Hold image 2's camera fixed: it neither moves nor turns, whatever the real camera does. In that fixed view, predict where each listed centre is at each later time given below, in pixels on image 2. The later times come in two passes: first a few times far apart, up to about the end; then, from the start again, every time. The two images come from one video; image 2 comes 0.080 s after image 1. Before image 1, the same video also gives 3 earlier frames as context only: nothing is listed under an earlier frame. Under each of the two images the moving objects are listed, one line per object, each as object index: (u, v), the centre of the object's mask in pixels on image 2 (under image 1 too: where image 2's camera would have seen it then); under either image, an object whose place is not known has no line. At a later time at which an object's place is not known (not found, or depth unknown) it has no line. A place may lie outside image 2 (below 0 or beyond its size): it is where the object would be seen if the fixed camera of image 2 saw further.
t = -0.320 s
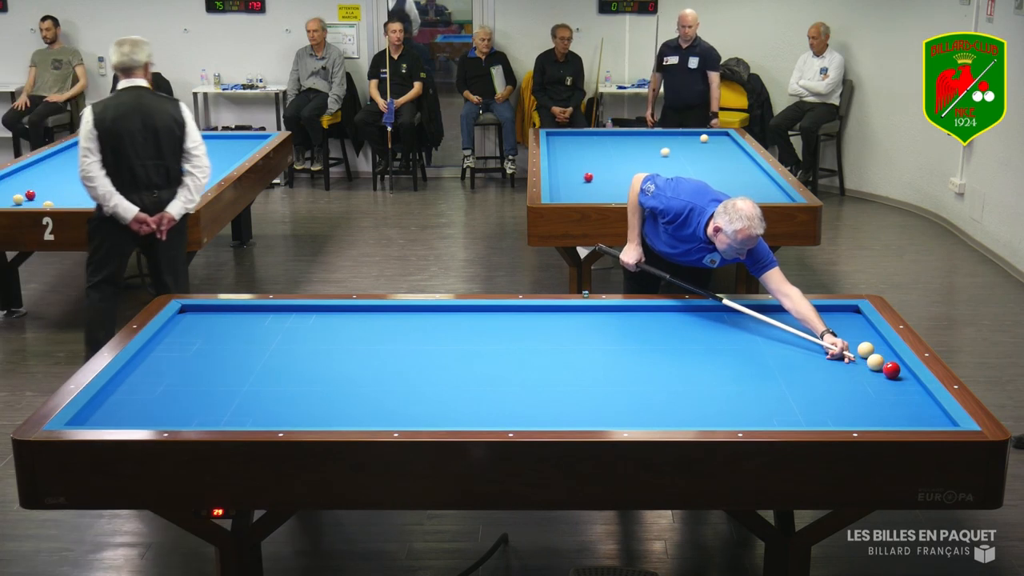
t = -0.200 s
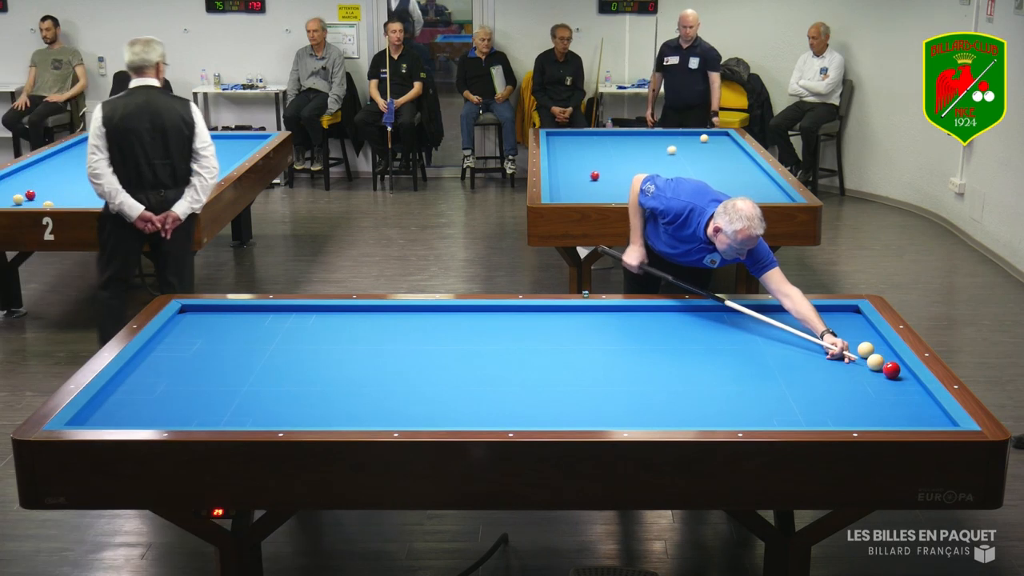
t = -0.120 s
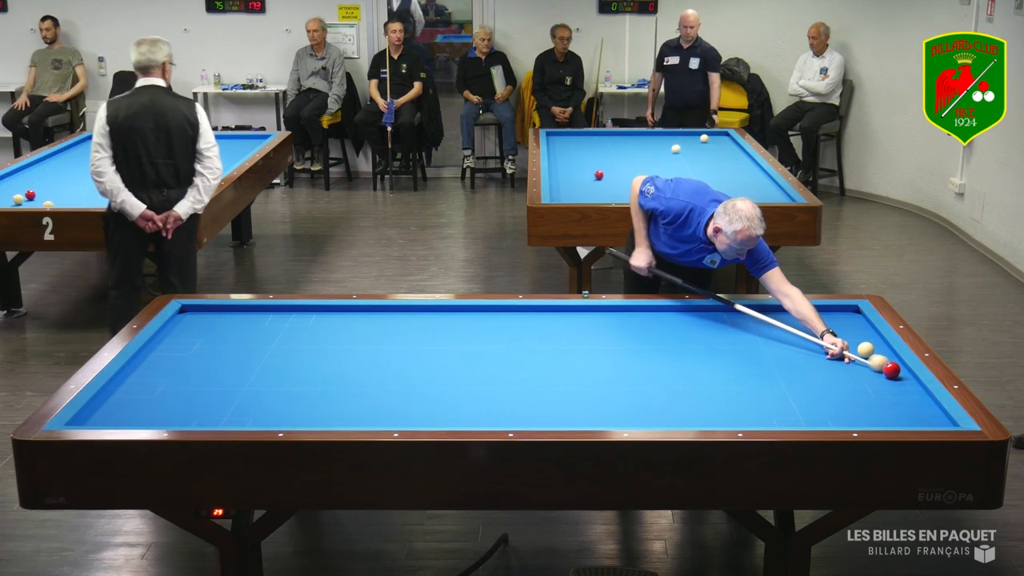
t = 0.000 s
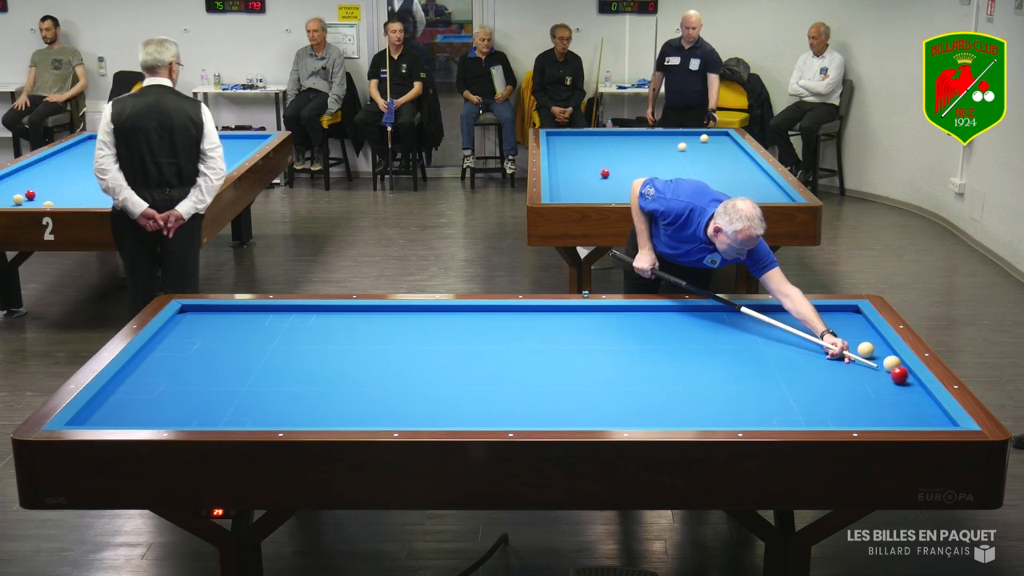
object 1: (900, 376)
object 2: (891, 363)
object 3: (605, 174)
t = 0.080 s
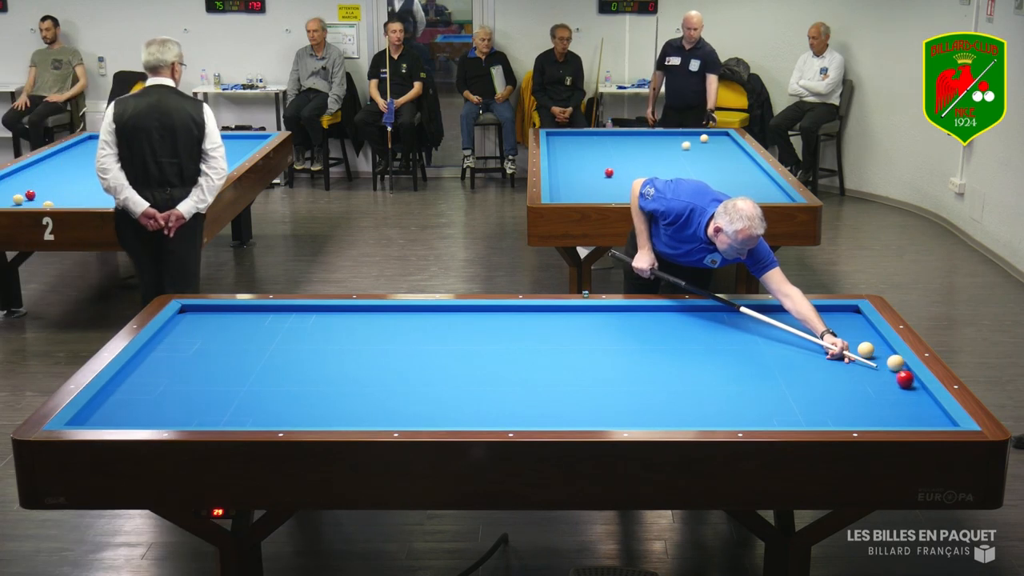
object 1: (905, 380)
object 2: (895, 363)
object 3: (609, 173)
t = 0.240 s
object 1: (916, 387)
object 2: (892, 362)
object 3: (617, 171)
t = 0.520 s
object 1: (923, 400)
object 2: (883, 358)
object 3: (630, 168)
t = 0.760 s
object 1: (928, 412)
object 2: (876, 356)
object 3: (640, 165)
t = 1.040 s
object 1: (934, 421)
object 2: (873, 356)
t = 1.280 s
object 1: (928, 418)
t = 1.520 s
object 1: (920, 414)
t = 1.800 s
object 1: (912, 407)
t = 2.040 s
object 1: (906, 401)
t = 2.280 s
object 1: (901, 396)
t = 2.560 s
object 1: (895, 391)
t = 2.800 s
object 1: (890, 387)
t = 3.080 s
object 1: (886, 382)
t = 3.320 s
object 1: (882, 379)
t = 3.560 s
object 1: (879, 376)
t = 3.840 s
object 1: (876, 373)
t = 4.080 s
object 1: (874, 370)
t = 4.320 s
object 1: (871, 368)
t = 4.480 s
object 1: (870, 367)
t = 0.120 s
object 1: (908, 381)
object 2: (896, 363)
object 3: (611, 173)
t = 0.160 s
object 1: (910, 383)
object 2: (895, 363)
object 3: (613, 172)
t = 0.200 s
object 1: (913, 385)
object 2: (894, 362)
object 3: (615, 172)
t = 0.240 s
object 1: (916, 387)
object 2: (892, 362)
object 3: (617, 171)
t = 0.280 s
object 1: (918, 389)
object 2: (891, 361)
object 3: (618, 171)
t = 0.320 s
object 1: (919, 390)
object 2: (889, 361)
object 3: (620, 170)
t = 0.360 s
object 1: (920, 393)
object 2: (888, 360)
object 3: (623, 170)
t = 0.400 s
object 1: (921, 394)
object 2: (887, 360)
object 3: (624, 169)
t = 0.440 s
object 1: (922, 396)
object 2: (886, 359)
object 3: (626, 169)
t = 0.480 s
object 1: (922, 398)
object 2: (884, 359)
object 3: (628, 169)
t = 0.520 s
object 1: (923, 400)
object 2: (883, 358)
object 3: (630, 168)
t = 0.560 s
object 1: (924, 402)
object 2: (882, 358)
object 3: (632, 168)
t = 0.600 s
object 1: (925, 404)
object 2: (881, 358)
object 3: (633, 167)
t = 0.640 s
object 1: (926, 406)
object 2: (880, 357)
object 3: (635, 167)
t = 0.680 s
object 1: (927, 408)
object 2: (878, 357)
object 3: (637, 166)
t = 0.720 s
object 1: (928, 409)
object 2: (877, 357)
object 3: (639, 166)
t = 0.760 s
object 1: (928, 412)
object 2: (876, 356)
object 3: (640, 165)
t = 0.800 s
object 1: (929, 413)
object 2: (875, 356)
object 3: (642, 164)
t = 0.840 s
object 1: (930, 415)
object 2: (875, 356)
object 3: (643, 163)
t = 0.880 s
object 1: (931, 416)
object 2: (874, 356)
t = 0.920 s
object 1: (932, 418)
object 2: (874, 356)
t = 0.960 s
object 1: (933, 419)
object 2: (873, 356)
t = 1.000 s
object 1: (933, 420)
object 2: (873, 356)
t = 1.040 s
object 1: (934, 421)
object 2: (873, 356)
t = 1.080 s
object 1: (934, 422)
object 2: (872, 356)
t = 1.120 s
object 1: (933, 421)
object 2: (872, 356)
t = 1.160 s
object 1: (931, 420)
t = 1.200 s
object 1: (930, 420)
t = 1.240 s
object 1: (929, 419)
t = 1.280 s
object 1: (928, 418)
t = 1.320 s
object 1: (926, 418)
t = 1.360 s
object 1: (925, 417)
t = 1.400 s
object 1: (924, 416)
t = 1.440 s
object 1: (922, 415)
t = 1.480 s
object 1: (921, 415)
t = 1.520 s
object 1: (920, 414)
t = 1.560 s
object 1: (919, 412)
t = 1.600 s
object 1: (918, 411)
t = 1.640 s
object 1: (917, 410)
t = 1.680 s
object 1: (916, 410)
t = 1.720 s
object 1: (914, 409)
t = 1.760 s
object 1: (913, 408)
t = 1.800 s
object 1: (912, 407)
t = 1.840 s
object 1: (911, 406)
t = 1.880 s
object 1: (910, 405)
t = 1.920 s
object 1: (909, 404)
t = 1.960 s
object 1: (908, 403)
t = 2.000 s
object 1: (907, 402)
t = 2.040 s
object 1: (906, 401)
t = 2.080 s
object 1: (905, 401)
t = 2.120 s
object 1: (904, 400)
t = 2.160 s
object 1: (903, 399)
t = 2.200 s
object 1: (902, 398)
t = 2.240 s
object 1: (901, 397)
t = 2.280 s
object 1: (901, 396)
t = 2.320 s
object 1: (900, 396)
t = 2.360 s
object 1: (899, 395)
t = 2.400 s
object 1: (898, 394)
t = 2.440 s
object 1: (897, 393)
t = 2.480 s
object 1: (897, 393)
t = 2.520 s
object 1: (896, 392)
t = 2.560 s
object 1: (895, 391)
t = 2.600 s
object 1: (894, 390)
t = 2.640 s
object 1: (893, 390)
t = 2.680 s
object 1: (892, 389)
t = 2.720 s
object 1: (892, 388)
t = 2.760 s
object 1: (891, 388)
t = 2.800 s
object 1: (890, 387)
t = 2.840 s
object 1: (890, 386)
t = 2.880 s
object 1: (889, 386)
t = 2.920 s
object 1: (888, 385)
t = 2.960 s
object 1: (888, 384)
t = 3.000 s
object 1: (887, 383)
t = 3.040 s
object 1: (886, 383)
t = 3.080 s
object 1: (886, 382)
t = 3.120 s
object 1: (885, 382)
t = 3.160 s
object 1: (885, 381)
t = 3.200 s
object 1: (884, 381)
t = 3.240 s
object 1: (883, 380)
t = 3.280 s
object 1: (883, 380)
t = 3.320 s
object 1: (882, 379)
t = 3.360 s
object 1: (882, 379)
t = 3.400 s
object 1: (881, 378)
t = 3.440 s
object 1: (881, 378)
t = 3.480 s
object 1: (880, 377)
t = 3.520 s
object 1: (880, 377)
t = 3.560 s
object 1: (879, 376)
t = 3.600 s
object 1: (879, 376)
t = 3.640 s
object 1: (878, 375)
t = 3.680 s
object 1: (878, 375)
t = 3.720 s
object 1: (877, 374)
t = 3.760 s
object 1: (877, 374)
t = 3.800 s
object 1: (876, 373)
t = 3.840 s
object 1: (876, 373)
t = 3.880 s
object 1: (875, 373)
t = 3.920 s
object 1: (875, 372)
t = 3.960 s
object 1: (875, 372)
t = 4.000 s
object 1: (874, 371)
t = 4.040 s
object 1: (874, 371)
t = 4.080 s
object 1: (874, 370)
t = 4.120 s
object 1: (873, 370)
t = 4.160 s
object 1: (873, 369)
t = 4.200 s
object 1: (872, 369)
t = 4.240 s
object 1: (872, 369)
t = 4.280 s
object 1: (872, 369)
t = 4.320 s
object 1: (871, 368)
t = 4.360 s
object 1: (871, 368)
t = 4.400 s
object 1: (871, 368)
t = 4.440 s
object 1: (870, 367)
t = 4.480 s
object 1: (870, 367)
